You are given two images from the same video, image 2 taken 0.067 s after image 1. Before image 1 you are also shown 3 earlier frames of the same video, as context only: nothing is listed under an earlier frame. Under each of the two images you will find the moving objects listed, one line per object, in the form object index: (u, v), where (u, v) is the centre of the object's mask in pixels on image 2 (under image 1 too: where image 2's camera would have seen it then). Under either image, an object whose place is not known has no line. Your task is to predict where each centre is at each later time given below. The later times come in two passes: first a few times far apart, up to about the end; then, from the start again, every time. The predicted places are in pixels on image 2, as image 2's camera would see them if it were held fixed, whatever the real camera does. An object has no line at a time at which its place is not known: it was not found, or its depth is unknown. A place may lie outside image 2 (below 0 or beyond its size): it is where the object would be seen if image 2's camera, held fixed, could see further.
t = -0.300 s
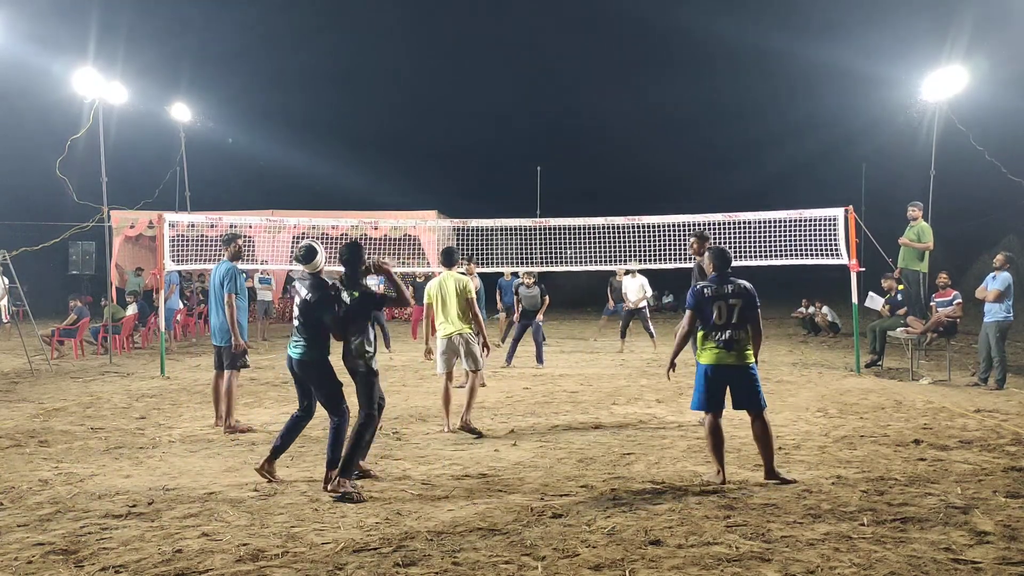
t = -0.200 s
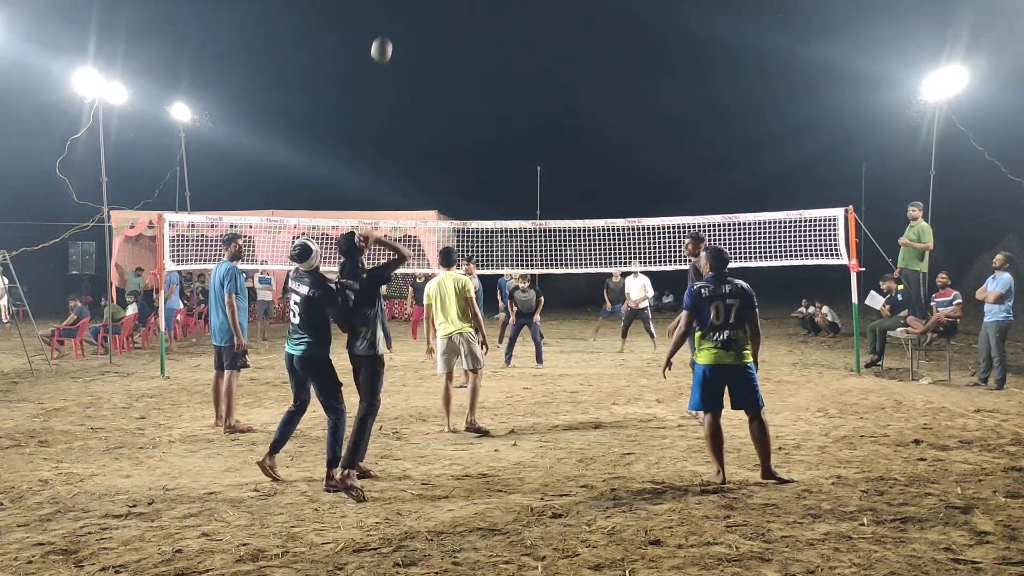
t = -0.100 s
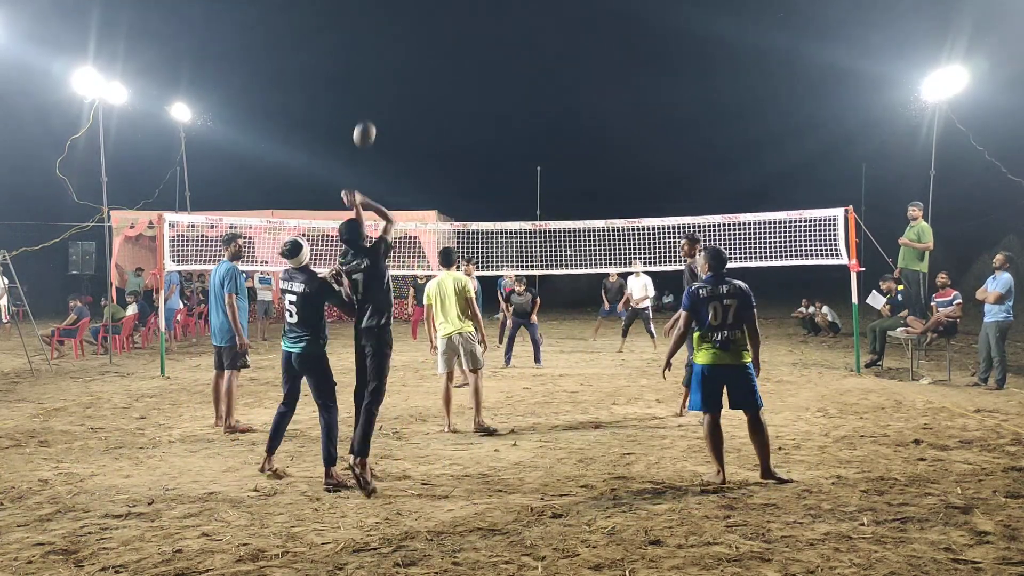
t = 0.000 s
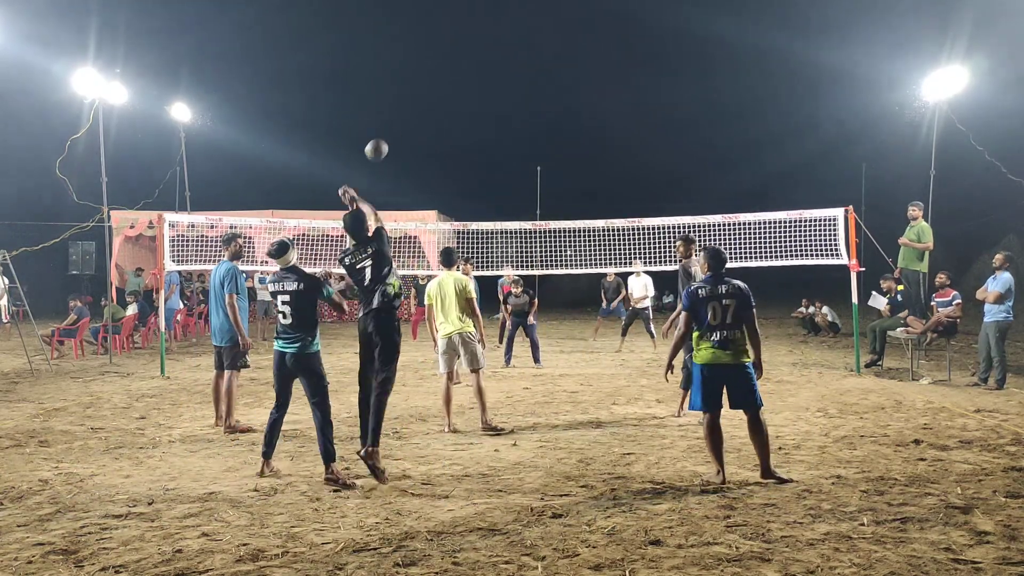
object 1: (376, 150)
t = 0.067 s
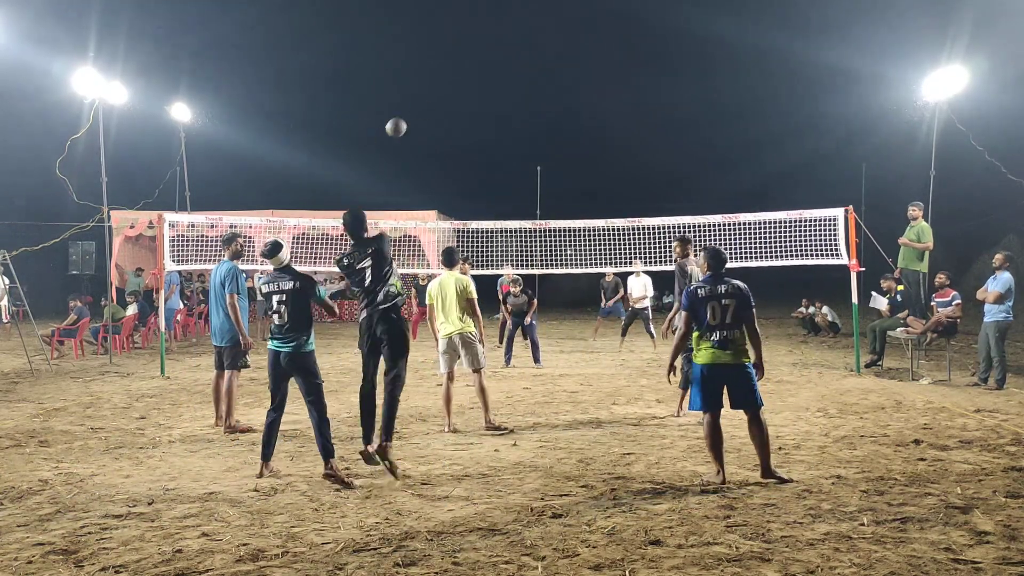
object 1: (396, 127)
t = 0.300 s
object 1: (449, 104)
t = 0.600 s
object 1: (496, 141)
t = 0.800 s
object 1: (519, 187)
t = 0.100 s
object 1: (405, 120)
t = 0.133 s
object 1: (414, 114)
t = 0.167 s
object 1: (422, 109)
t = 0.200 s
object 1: (429, 106)
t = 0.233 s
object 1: (436, 104)
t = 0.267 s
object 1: (443, 104)
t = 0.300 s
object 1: (449, 104)
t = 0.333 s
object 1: (455, 105)
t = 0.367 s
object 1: (461, 107)
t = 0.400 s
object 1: (467, 110)
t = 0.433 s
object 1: (472, 114)
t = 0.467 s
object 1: (477, 118)
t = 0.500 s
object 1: (482, 123)
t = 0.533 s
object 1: (487, 128)
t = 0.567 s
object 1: (491, 134)
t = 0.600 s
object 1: (496, 141)
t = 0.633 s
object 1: (500, 147)
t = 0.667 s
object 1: (504, 155)
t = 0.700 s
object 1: (508, 162)
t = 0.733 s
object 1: (512, 170)
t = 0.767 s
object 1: (515, 179)
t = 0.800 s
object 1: (519, 187)
